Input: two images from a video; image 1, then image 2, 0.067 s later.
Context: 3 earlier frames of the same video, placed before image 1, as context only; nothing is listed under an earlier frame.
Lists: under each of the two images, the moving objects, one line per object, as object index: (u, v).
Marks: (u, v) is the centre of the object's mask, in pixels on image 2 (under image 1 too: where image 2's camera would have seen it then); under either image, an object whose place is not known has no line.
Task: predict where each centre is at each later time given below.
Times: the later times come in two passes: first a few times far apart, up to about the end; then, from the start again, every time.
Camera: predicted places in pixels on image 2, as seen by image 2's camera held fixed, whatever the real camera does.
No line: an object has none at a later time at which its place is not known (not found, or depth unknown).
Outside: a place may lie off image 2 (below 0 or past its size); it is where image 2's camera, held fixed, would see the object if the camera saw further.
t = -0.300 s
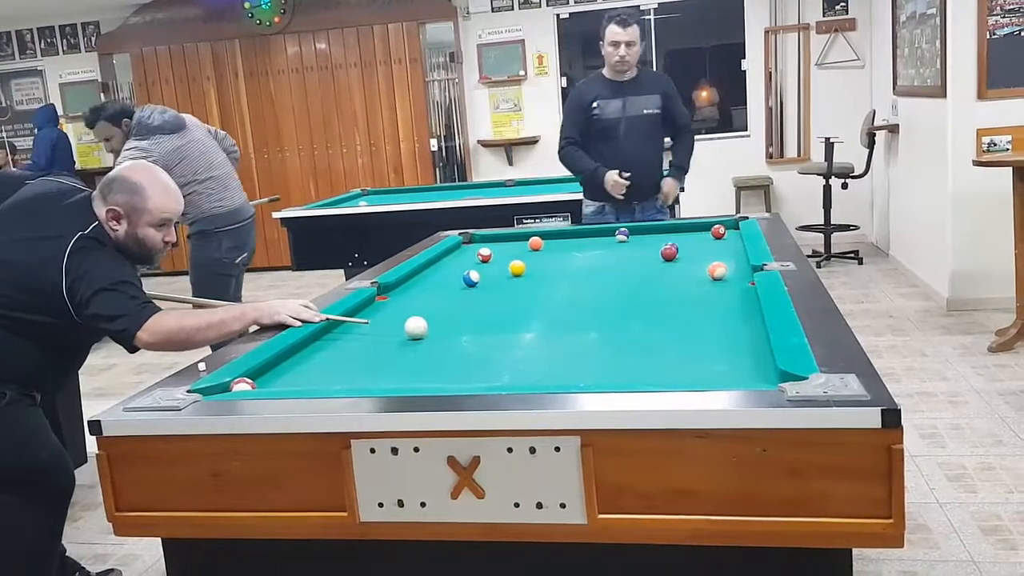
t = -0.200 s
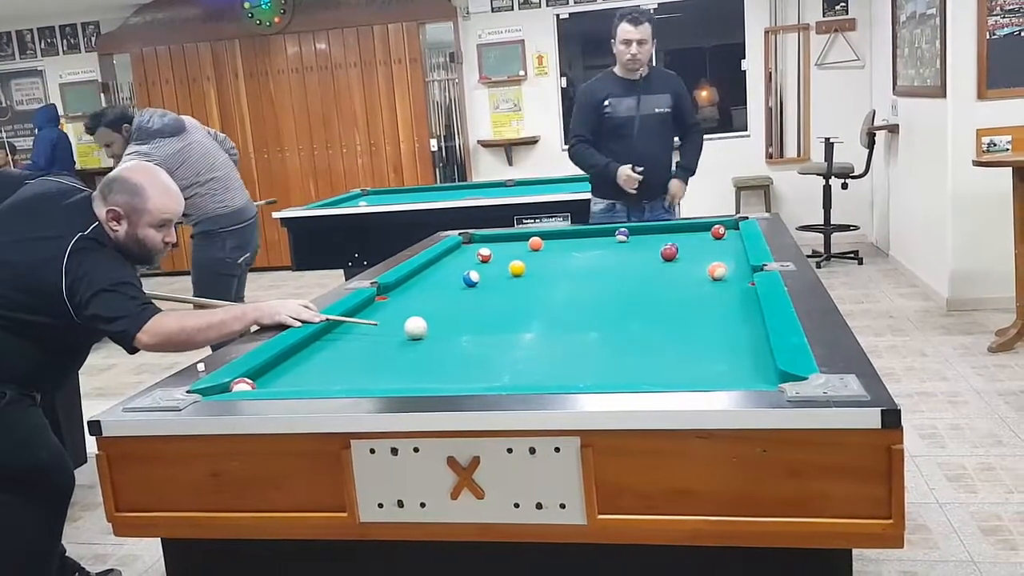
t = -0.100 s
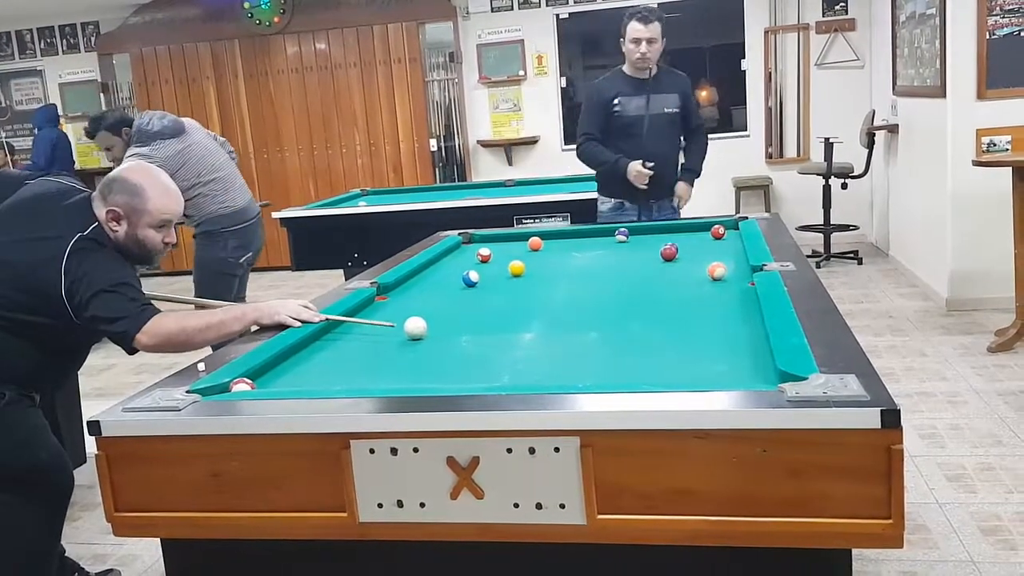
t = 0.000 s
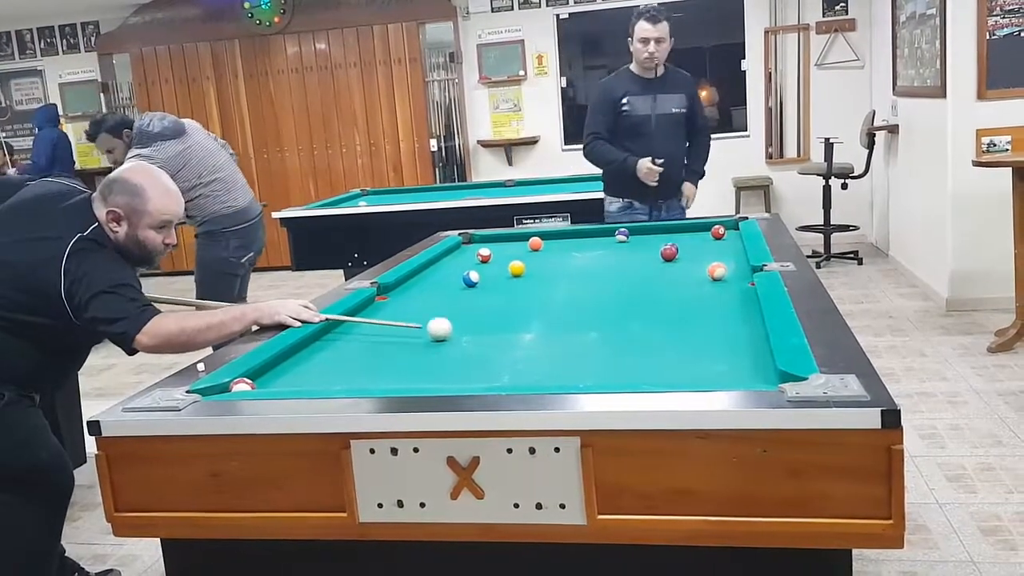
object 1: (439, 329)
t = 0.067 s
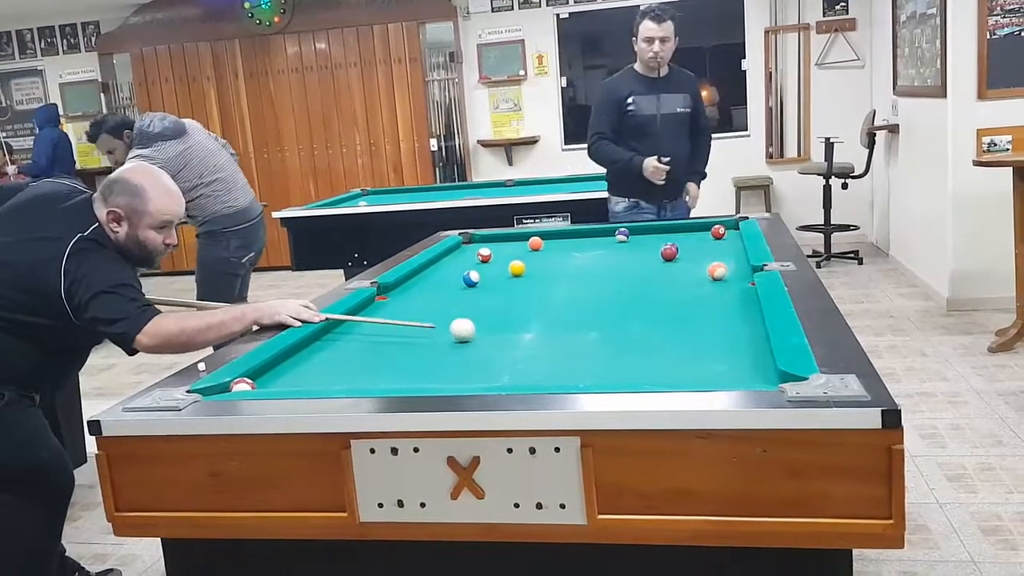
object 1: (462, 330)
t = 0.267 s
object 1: (533, 333)
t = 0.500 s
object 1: (620, 338)
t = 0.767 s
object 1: (728, 344)
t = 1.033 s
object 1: (694, 351)
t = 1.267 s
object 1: (626, 358)
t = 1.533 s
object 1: (551, 365)
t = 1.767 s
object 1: (489, 370)
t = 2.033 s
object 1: (421, 375)
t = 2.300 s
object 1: (357, 379)
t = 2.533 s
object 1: (309, 382)
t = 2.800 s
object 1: (271, 382)
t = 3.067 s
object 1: (260, 381)
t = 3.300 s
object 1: (253, 381)
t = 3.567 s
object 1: (249, 380)
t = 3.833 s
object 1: (246, 380)
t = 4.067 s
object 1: (246, 380)
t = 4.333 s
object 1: (246, 380)
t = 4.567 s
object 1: (245, 380)
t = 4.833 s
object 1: (245, 381)
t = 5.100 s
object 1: (245, 381)
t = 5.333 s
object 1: (245, 380)
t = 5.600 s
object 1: (246, 380)
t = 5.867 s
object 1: (246, 380)
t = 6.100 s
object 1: (246, 380)
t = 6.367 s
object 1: (246, 380)
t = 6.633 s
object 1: (246, 380)
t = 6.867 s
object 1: (246, 380)
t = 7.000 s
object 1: (246, 380)
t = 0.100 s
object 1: (474, 331)
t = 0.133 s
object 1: (485, 331)
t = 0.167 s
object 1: (497, 332)
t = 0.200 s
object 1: (509, 332)
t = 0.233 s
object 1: (521, 333)
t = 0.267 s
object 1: (533, 333)
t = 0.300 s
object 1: (545, 334)
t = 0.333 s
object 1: (557, 334)
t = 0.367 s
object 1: (569, 335)
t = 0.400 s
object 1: (582, 336)
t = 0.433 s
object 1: (595, 337)
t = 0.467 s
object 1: (607, 337)
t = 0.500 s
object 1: (620, 338)
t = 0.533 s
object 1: (633, 339)
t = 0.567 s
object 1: (646, 339)
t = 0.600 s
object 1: (659, 340)
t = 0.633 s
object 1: (673, 341)
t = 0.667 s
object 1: (687, 341)
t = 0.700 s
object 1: (700, 342)
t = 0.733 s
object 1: (714, 343)
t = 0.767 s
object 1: (728, 344)
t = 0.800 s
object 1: (743, 344)
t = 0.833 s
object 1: (755, 345)
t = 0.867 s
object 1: (746, 346)
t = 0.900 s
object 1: (735, 347)
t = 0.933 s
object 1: (725, 348)
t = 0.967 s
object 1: (714, 349)
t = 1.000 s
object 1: (704, 350)
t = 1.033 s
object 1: (694, 351)
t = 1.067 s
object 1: (684, 352)
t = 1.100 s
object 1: (674, 353)
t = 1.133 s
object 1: (664, 354)
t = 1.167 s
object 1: (654, 355)
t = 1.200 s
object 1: (645, 356)
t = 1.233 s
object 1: (635, 357)
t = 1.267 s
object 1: (626, 358)
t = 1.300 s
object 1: (616, 359)
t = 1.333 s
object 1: (606, 360)
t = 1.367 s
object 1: (597, 361)
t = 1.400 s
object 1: (587, 362)
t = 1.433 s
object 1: (578, 363)
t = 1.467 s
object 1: (569, 364)
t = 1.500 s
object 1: (559, 365)
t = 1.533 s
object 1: (551, 365)
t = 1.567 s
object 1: (542, 366)
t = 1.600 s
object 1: (533, 367)
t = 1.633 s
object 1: (524, 368)
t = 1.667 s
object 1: (515, 368)
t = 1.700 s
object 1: (506, 369)
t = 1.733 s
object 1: (497, 369)
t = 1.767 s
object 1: (489, 370)
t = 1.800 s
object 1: (480, 371)
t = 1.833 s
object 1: (471, 371)
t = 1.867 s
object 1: (463, 372)
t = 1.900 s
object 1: (455, 372)
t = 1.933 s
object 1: (446, 373)
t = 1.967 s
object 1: (438, 374)
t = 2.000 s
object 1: (430, 374)
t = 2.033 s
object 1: (421, 375)
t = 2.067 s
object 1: (413, 376)
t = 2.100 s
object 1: (405, 376)
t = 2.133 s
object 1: (397, 376)
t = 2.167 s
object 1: (389, 377)
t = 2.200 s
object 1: (381, 378)
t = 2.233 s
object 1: (373, 378)
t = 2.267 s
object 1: (365, 379)
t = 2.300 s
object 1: (357, 379)
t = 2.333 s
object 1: (349, 380)
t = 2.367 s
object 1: (342, 381)
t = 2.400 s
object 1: (334, 381)
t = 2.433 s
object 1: (327, 382)
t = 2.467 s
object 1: (320, 382)
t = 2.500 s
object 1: (315, 382)
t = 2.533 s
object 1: (309, 382)
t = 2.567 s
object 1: (305, 382)
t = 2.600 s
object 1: (300, 382)
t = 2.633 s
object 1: (295, 382)
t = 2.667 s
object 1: (290, 382)
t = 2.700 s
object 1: (285, 382)
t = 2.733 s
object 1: (280, 382)
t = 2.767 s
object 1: (276, 382)
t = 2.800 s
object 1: (271, 382)
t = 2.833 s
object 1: (268, 382)
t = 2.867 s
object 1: (267, 382)
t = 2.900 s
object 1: (266, 382)
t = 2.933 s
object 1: (264, 382)
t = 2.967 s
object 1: (264, 382)
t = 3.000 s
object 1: (263, 382)
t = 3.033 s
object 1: (261, 381)
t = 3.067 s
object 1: (260, 381)
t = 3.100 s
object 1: (260, 381)
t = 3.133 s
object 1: (258, 381)
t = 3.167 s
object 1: (257, 381)
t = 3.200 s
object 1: (257, 381)
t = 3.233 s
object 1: (255, 381)
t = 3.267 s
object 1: (255, 381)
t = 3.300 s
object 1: (253, 381)
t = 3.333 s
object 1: (253, 381)
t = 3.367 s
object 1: (252, 380)
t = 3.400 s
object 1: (252, 380)
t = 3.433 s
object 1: (251, 381)
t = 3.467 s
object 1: (251, 380)
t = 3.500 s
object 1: (250, 380)
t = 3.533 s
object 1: (250, 380)
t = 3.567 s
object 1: (249, 380)
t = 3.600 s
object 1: (248, 380)
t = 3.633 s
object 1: (248, 380)
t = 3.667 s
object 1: (247, 380)
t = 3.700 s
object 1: (247, 380)
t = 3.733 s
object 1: (246, 380)
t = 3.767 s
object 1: (246, 380)
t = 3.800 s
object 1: (245, 380)
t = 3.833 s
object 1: (246, 380)
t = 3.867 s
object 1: (246, 380)
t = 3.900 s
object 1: (246, 380)
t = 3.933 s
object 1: (246, 380)
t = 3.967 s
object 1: (246, 380)
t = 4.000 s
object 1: (246, 380)
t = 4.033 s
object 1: (246, 380)
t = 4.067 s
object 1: (246, 380)
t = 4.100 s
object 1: (246, 380)
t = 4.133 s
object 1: (246, 380)
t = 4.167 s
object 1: (246, 380)
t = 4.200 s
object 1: (246, 380)
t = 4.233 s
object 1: (246, 380)
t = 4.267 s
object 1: (246, 380)
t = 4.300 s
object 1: (246, 380)
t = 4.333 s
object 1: (246, 380)
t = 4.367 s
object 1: (245, 380)
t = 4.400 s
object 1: (245, 380)
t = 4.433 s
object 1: (246, 380)
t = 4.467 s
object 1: (246, 380)
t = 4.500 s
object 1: (246, 380)
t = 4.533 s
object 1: (246, 380)
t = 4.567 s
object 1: (245, 380)
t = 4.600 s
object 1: (246, 380)
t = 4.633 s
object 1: (246, 380)
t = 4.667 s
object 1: (245, 380)
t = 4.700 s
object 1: (245, 380)
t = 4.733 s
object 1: (245, 380)
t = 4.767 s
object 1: (245, 380)
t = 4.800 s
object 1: (245, 380)
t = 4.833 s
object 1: (245, 381)
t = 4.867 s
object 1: (245, 380)
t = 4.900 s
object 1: (245, 380)
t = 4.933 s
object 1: (245, 380)
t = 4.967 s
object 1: (245, 381)
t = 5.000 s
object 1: (245, 381)
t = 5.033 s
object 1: (245, 380)
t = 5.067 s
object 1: (245, 381)
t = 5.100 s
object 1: (245, 381)
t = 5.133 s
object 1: (245, 381)
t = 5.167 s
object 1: (245, 381)
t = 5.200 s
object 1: (245, 381)
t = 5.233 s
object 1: (246, 380)
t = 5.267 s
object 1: (245, 380)
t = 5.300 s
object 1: (246, 380)
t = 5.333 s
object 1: (245, 380)
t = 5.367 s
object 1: (245, 380)
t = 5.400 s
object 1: (245, 380)
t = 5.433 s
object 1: (246, 380)
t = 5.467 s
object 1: (246, 380)
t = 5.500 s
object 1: (246, 380)
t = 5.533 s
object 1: (246, 380)
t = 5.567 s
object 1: (246, 380)
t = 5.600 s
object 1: (246, 380)
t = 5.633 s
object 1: (246, 380)
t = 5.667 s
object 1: (246, 380)
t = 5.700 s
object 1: (246, 380)
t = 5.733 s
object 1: (246, 380)
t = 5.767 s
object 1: (246, 380)
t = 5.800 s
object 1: (246, 380)
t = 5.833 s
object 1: (246, 380)
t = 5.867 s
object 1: (246, 380)
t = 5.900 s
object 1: (246, 380)
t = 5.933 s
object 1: (246, 380)
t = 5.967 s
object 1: (246, 380)
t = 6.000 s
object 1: (246, 380)
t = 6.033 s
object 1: (246, 380)
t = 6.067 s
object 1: (246, 380)
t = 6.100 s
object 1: (246, 380)
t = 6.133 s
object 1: (246, 380)
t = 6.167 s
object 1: (246, 380)
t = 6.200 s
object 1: (246, 380)
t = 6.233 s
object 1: (246, 380)
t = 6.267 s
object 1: (246, 380)
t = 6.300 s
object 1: (246, 379)
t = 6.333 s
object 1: (246, 380)
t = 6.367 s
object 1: (246, 380)
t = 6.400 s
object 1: (246, 380)
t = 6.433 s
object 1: (246, 380)
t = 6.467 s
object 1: (246, 380)
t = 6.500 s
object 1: (246, 380)
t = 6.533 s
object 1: (246, 380)
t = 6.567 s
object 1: (246, 380)
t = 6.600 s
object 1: (246, 380)
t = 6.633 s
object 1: (246, 380)
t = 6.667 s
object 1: (246, 380)
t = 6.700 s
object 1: (246, 380)
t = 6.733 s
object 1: (246, 380)
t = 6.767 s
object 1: (246, 380)
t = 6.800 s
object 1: (246, 380)
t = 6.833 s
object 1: (246, 380)
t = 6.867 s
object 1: (246, 380)
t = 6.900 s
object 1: (246, 380)
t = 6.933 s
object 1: (246, 380)
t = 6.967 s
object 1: (246, 380)
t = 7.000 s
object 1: (246, 380)
